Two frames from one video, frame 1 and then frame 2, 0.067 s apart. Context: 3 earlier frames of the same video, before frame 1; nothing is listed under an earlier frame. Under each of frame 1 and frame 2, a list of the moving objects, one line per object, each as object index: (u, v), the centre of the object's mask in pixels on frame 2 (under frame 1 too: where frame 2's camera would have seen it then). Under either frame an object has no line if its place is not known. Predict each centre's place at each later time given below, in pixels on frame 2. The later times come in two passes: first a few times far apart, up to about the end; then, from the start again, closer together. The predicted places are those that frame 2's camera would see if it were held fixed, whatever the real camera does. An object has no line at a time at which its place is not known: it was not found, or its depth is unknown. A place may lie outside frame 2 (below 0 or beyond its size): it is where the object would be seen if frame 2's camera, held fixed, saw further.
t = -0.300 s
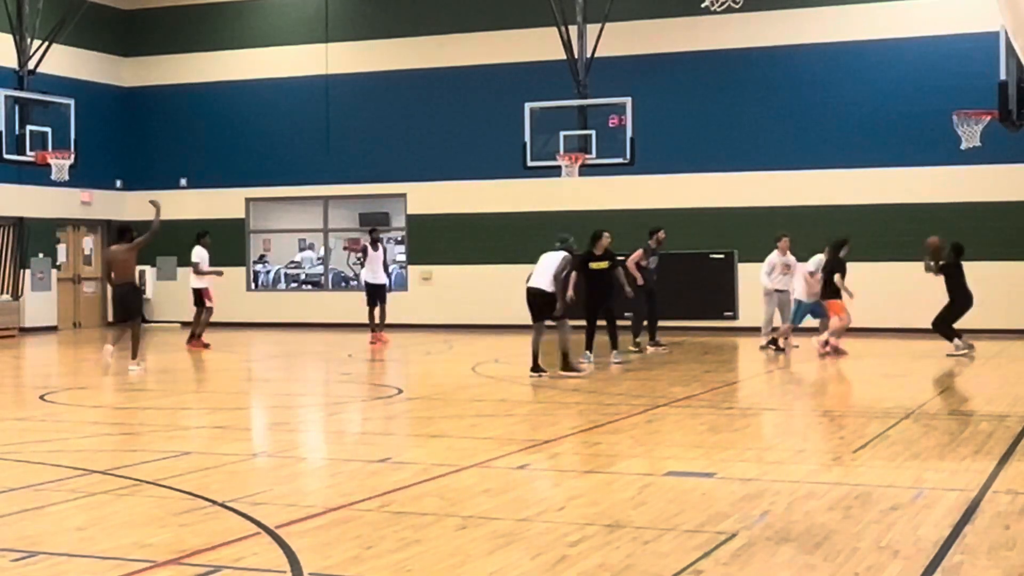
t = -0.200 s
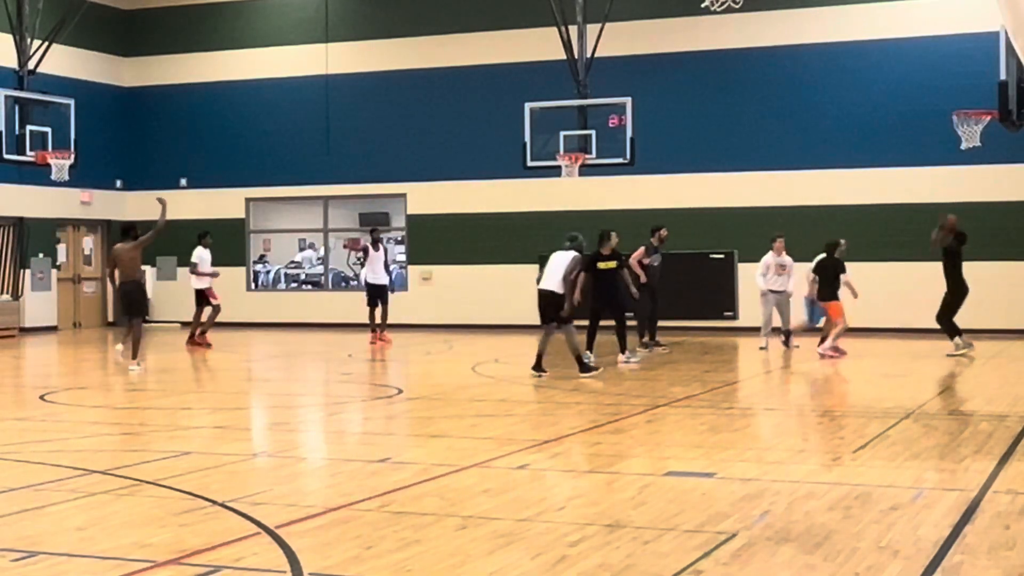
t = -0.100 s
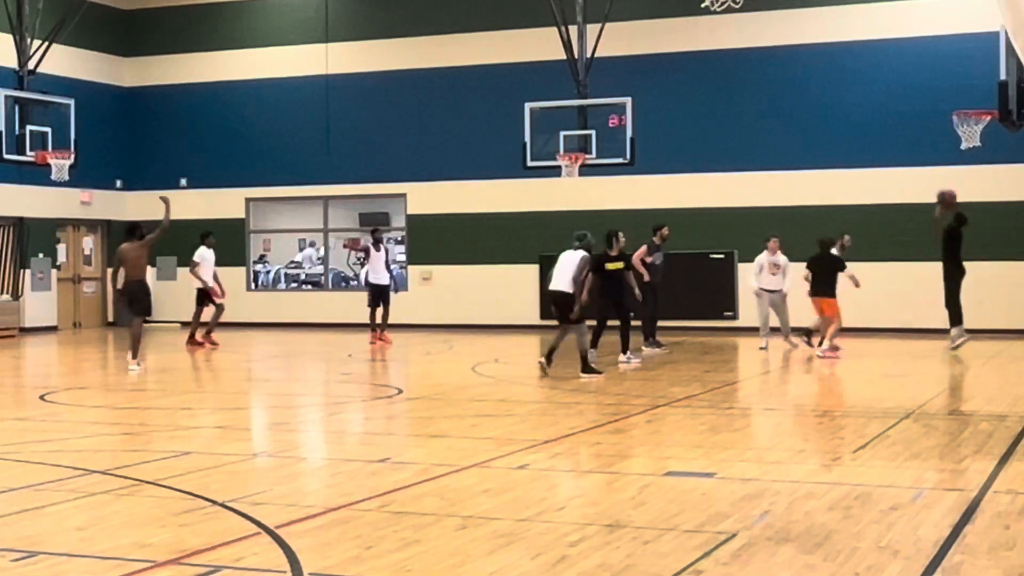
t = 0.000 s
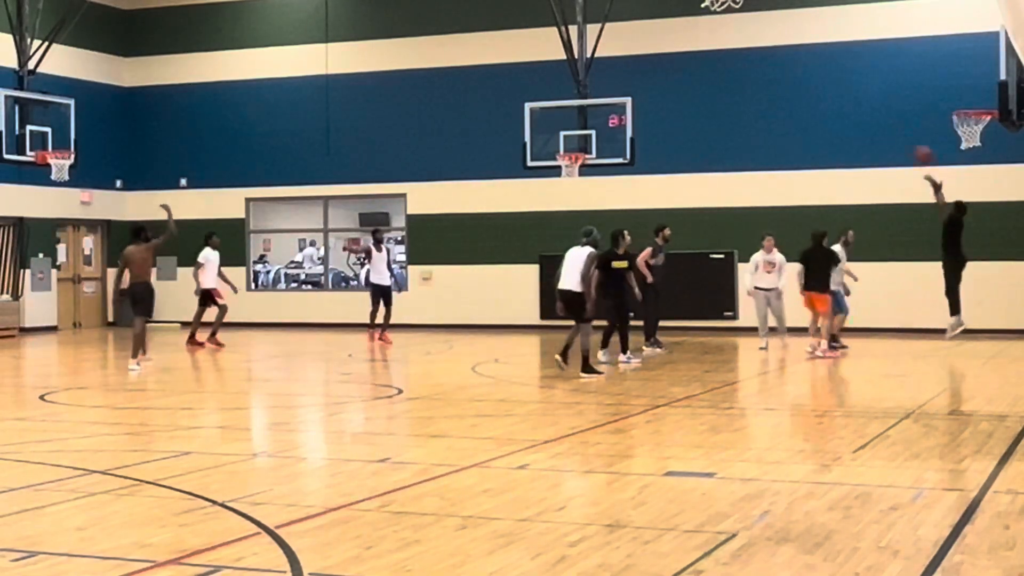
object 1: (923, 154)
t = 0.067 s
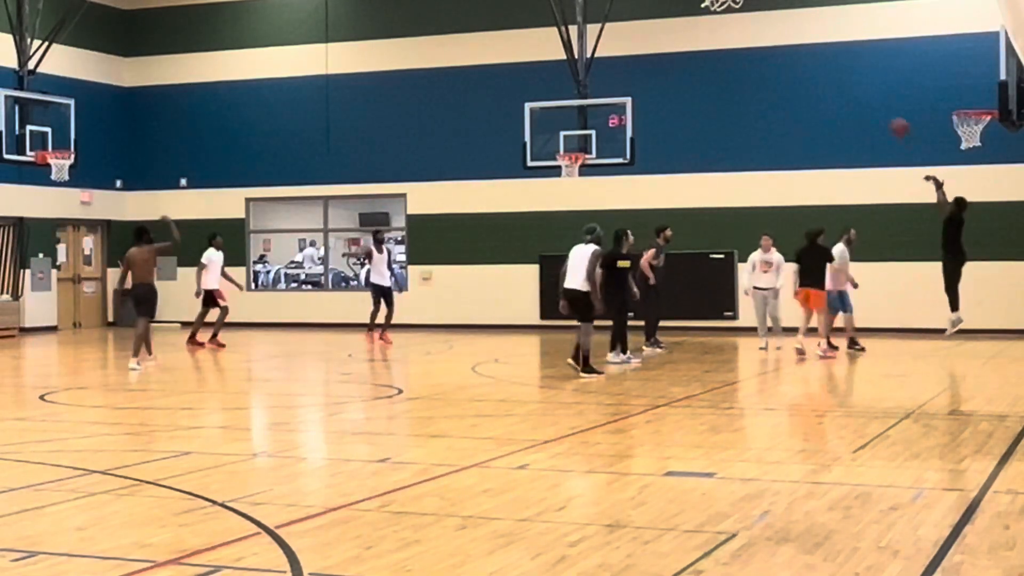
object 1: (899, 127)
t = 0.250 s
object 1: (838, 71)
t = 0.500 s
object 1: (761, 35)
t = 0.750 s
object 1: (691, 41)
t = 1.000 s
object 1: (629, 80)
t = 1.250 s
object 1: (568, 154)
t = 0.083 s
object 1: (894, 120)
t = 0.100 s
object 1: (888, 114)
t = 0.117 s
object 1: (883, 108)
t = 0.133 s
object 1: (877, 103)
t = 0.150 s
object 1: (871, 98)
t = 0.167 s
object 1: (865, 92)
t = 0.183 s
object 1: (861, 88)
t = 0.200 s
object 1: (853, 83)
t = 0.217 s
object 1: (849, 79)
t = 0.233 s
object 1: (844, 75)
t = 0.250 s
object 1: (838, 71)
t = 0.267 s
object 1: (832, 67)
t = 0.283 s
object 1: (828, 63)
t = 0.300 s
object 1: (823, 60)
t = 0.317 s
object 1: (817, 57)
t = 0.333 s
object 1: (812, 53)
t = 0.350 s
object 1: (806, 50)
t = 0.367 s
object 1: (801, 49)
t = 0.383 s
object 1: (796, 47)
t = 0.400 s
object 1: (791, 44)
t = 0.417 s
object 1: (785, 41)
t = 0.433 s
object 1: (780, 41)
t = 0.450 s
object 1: (775, 39)
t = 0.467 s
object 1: (771, 38)
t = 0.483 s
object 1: (766, 36)
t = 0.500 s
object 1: (761, 35)
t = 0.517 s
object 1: (756, 35)
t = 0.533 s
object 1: (751, 34)
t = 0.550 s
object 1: (746, 33)
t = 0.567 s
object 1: (741, 33)
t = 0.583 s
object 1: (737, 33)
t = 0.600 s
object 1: (732, 33)
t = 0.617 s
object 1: (727, 33)
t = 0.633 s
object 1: (723, 33)
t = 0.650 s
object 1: (718, 34)
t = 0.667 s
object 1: (713, 34)
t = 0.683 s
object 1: (709, 35)
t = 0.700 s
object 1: (704, 36)
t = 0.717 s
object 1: (700, 38)
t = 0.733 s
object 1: (696, 39)
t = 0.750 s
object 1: (691, 41)
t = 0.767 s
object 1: (687, 42)
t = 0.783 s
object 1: (682, 45)
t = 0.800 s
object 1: (678, 47)
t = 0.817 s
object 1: (673, 48)
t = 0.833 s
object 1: (669, 49)
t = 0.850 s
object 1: (665, 53)
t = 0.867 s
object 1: (663, 55)
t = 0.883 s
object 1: (658, 58)
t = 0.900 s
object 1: (653, 60)
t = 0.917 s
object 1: (649, 62)
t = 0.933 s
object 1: (644, 66)
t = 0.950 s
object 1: (641, 69)
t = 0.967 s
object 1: (636, 72)
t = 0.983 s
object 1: (633, 76)
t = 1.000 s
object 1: (629, 80)
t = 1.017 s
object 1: (625, 85)
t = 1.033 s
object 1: (621, 89)
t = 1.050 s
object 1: (616, 93)
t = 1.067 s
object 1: (613, 97)
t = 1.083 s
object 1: (609, 102)
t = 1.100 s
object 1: (604, 107)
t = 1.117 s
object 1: (601, 111)
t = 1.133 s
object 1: (596, 117)
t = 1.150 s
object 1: (593, 121)
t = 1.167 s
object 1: (589, 127)
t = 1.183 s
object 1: (585, 132)
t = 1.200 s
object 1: (583, 138)
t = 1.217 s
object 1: (577, 141)
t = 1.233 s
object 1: (574, 144)
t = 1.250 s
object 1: (568, 154)
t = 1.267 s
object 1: (566, 161)
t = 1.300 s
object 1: (561, 172)
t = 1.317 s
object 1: (560, 173)
